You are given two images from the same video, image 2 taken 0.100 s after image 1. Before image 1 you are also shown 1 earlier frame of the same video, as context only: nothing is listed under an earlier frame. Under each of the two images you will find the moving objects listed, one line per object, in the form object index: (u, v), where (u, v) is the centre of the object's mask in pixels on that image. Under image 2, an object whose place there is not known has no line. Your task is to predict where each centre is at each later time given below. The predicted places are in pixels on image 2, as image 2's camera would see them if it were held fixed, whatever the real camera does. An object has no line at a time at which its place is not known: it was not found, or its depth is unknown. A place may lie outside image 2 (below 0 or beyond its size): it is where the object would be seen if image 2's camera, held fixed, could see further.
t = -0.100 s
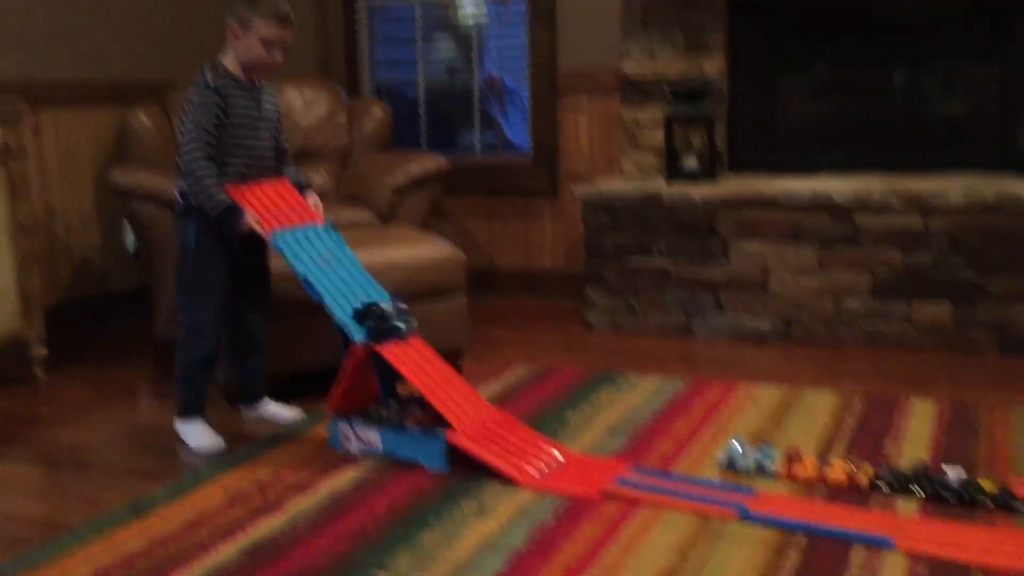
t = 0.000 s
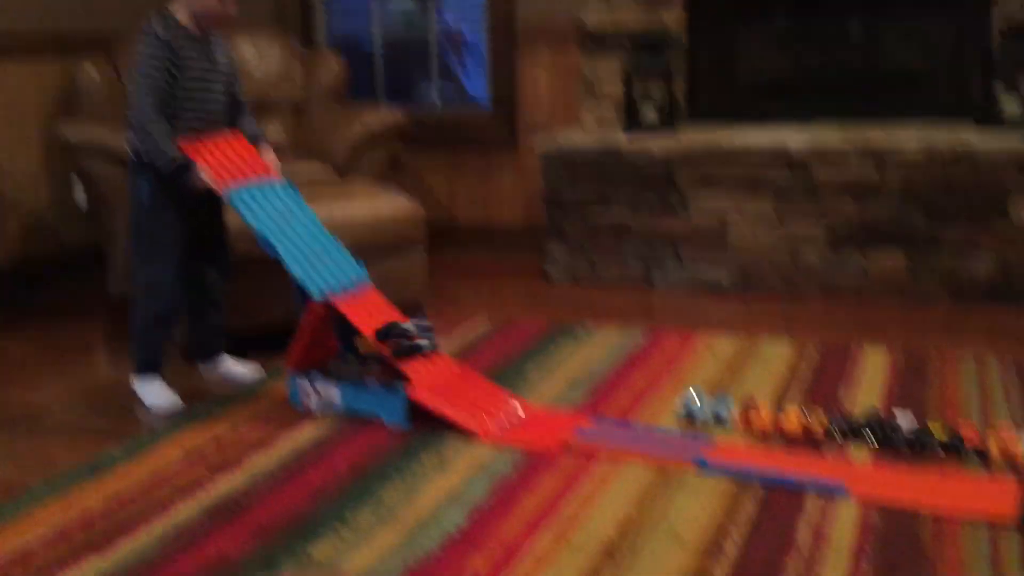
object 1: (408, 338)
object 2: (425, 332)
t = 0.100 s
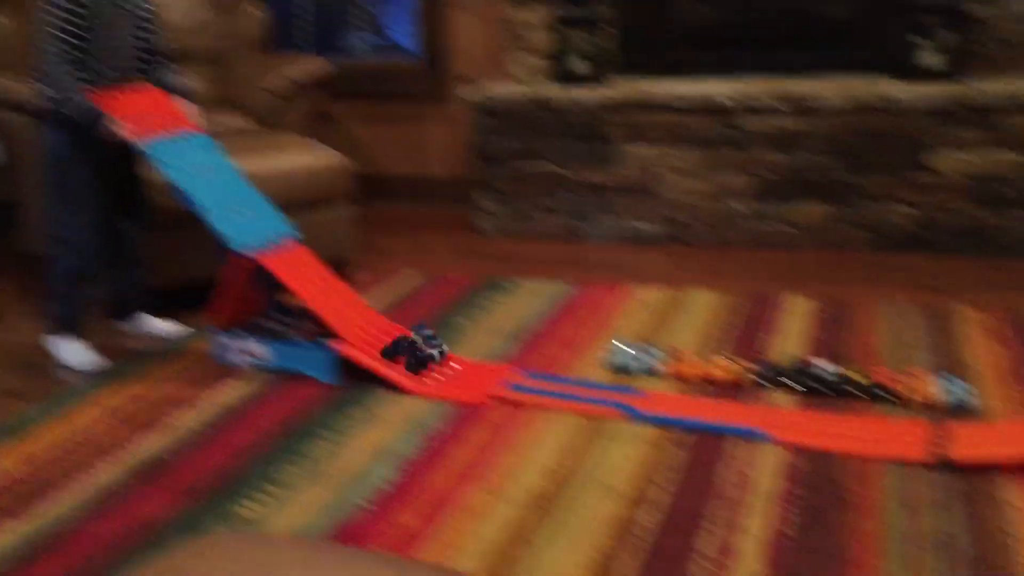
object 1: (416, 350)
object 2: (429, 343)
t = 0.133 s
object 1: (445, 362)
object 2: (457, 354)
